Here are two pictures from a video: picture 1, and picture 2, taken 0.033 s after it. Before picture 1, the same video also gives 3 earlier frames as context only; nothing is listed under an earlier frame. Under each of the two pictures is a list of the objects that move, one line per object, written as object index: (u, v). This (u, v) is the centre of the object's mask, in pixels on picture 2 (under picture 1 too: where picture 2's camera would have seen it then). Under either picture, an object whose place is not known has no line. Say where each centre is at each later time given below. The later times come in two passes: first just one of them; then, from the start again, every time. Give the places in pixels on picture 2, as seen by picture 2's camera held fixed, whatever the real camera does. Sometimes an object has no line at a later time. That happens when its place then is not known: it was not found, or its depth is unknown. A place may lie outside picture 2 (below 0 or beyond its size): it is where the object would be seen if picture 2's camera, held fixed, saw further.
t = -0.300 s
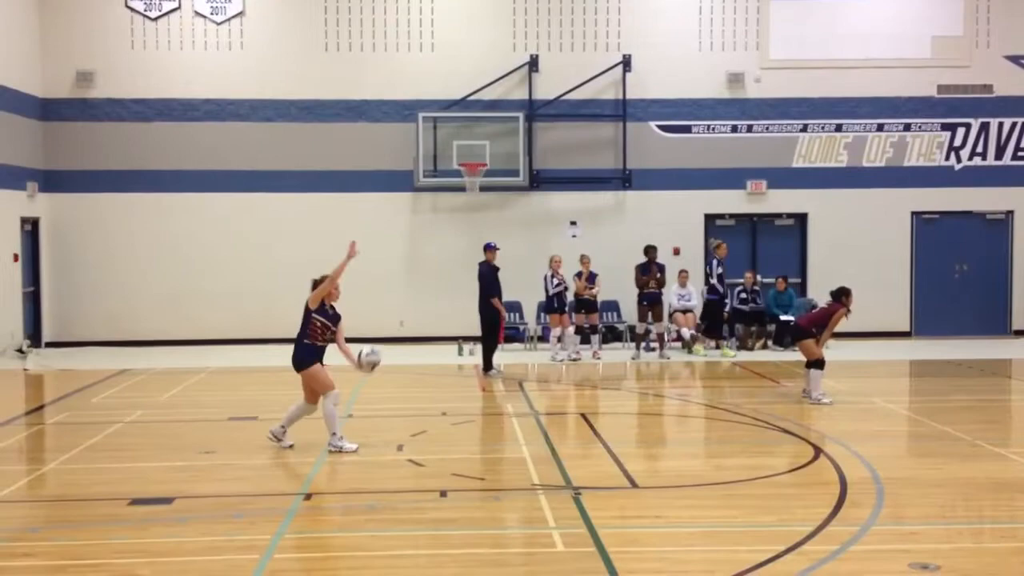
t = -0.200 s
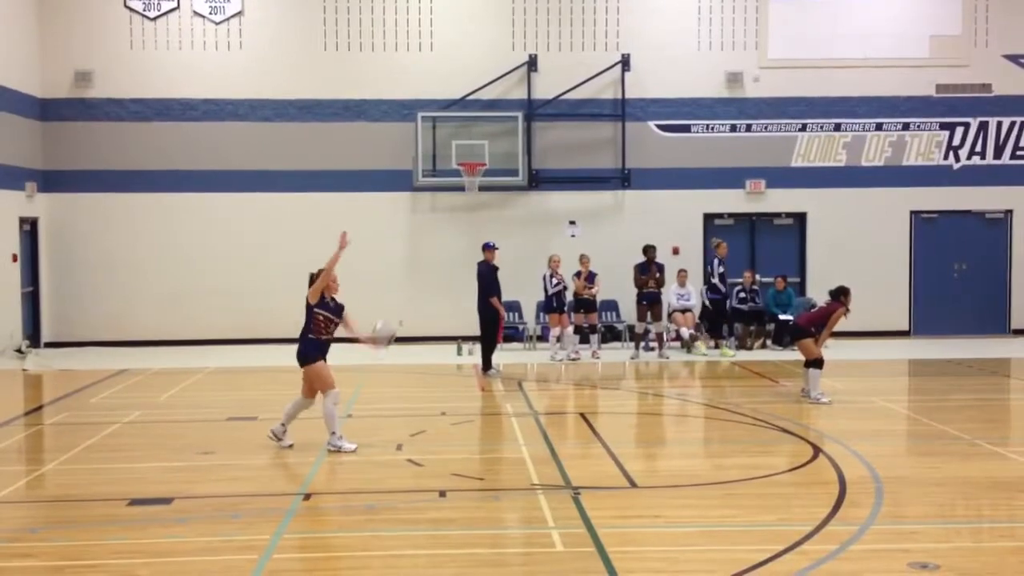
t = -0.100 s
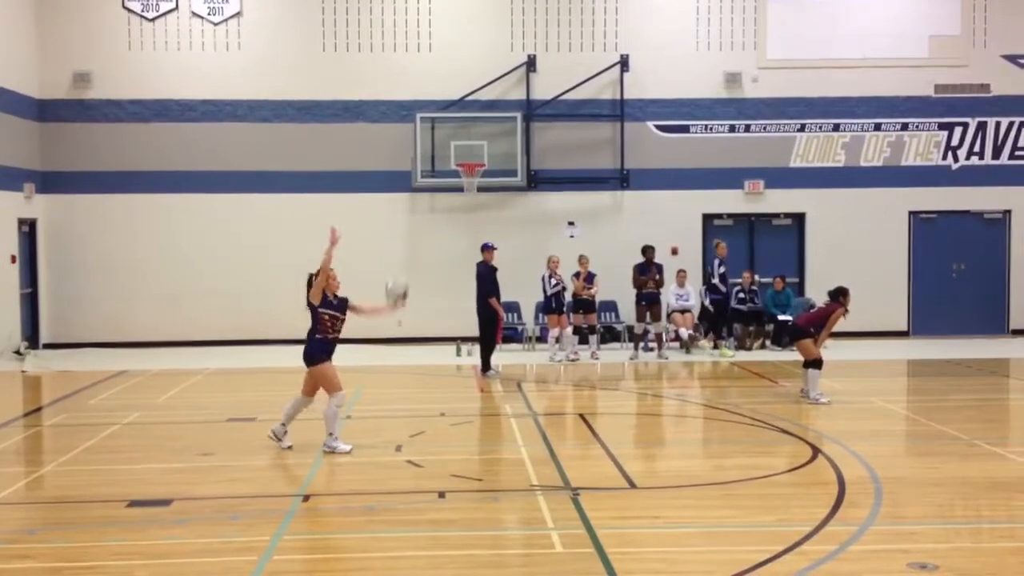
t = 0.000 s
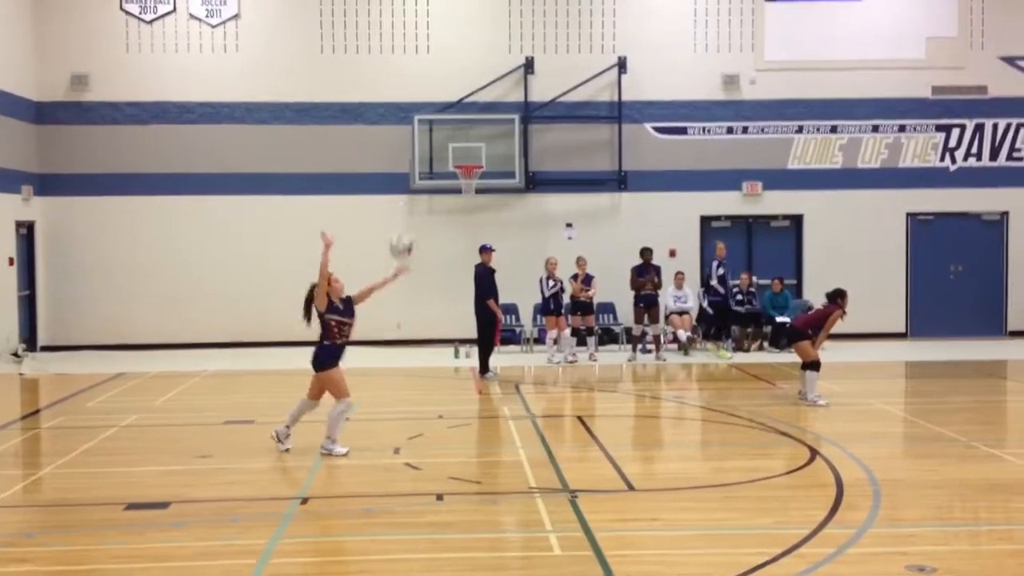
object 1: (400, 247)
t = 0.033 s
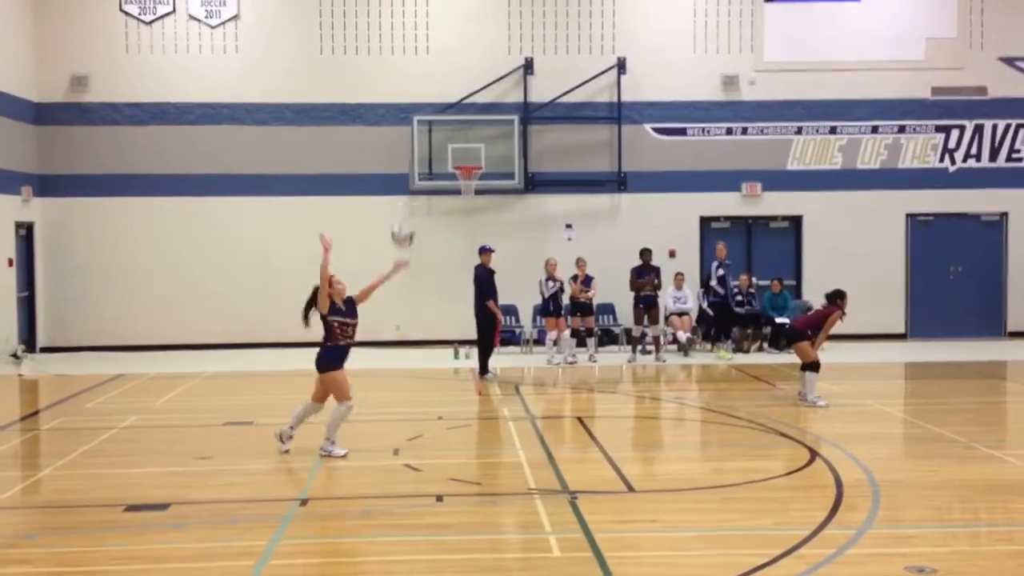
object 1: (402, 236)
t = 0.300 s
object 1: (417, 176)
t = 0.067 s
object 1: (404, 223)
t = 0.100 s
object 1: (406, 213)
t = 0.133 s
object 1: (408, 202)
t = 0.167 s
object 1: (410, 194)
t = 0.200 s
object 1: (411, 186)
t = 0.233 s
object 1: (413, 183)
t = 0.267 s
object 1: (415, 179)
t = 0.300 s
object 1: (417, 176)
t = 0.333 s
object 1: (419, 175)
